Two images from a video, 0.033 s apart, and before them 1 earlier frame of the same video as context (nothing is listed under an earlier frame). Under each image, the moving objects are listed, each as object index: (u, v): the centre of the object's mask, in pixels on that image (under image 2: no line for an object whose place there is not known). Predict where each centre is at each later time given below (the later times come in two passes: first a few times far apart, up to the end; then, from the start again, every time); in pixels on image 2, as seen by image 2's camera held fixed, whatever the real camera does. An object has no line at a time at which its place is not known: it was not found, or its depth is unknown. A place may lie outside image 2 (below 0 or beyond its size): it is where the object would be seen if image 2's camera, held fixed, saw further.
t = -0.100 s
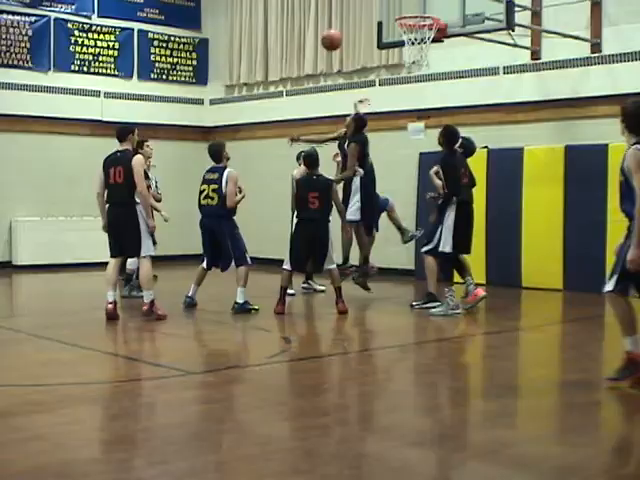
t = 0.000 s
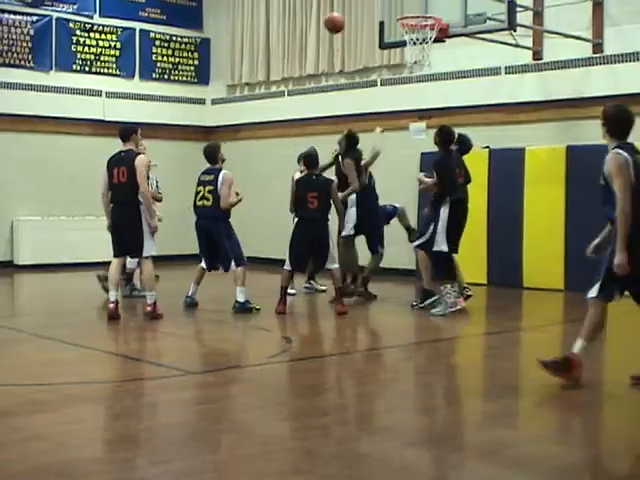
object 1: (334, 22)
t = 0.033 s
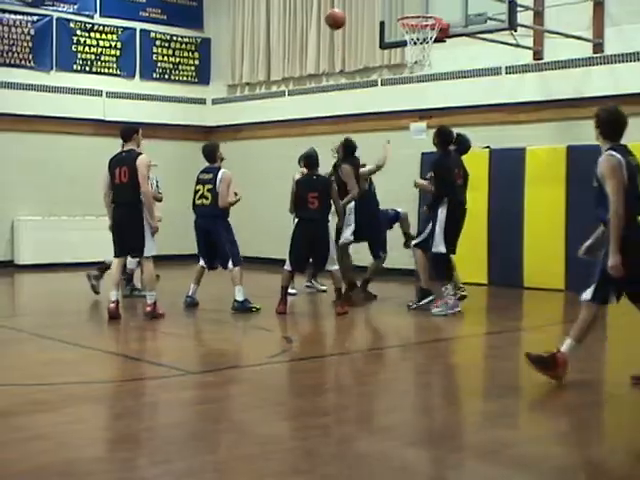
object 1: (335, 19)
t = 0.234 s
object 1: (339, 15)
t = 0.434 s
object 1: (340, 45)
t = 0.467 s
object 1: (341, 53)
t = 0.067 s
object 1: (336, 16)
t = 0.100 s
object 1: (337, 13)
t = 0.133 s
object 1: (337, 12)
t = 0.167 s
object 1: (337, 12)
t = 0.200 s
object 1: (338, 13)
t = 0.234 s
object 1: (339, 15)
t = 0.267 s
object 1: (339, 18)
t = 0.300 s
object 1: (339, 21)
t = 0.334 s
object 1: (339, 26)
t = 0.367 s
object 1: (340, 31)
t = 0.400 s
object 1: (340, 37)
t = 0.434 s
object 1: (340, 45)
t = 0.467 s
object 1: (341, 53)
